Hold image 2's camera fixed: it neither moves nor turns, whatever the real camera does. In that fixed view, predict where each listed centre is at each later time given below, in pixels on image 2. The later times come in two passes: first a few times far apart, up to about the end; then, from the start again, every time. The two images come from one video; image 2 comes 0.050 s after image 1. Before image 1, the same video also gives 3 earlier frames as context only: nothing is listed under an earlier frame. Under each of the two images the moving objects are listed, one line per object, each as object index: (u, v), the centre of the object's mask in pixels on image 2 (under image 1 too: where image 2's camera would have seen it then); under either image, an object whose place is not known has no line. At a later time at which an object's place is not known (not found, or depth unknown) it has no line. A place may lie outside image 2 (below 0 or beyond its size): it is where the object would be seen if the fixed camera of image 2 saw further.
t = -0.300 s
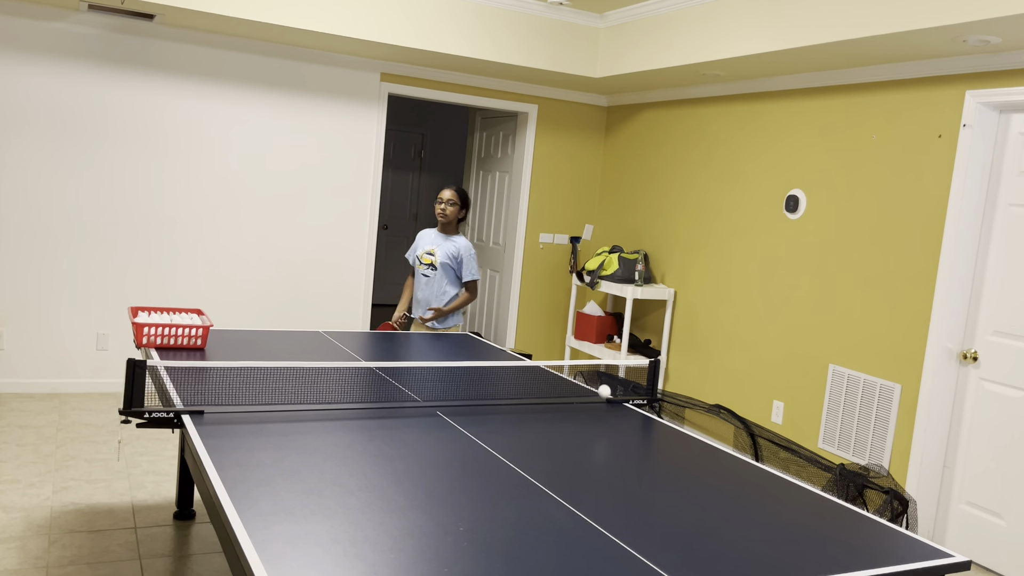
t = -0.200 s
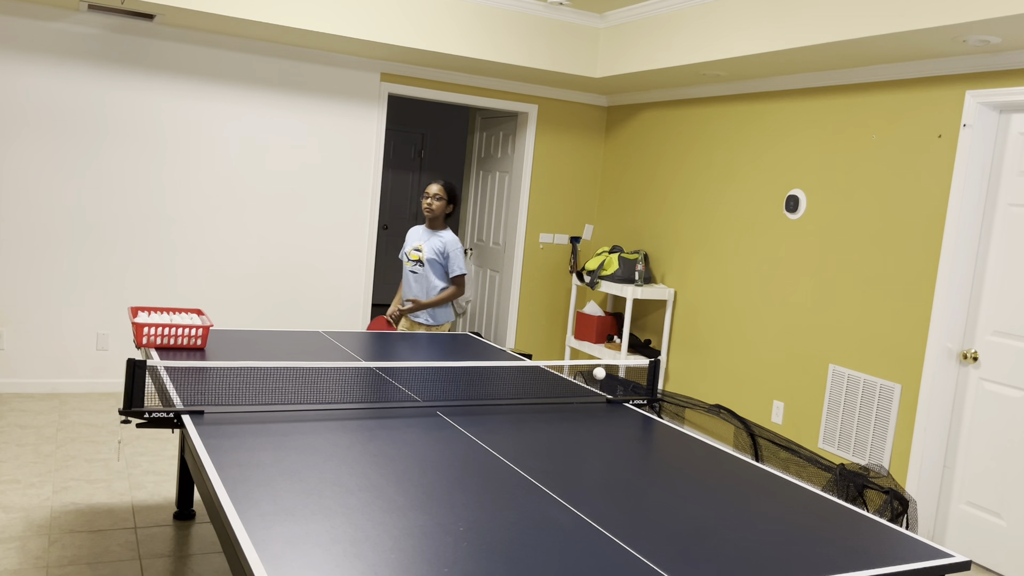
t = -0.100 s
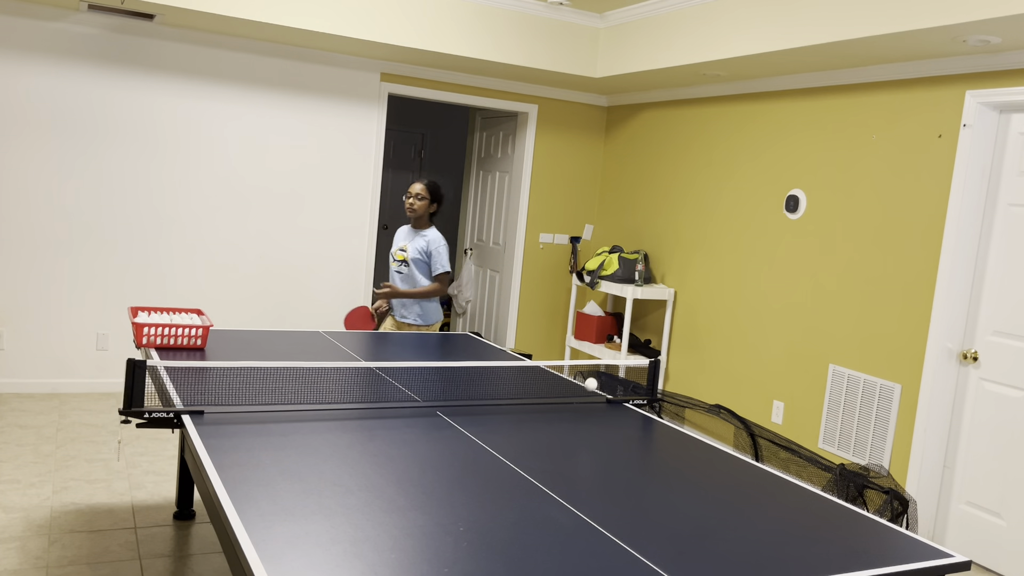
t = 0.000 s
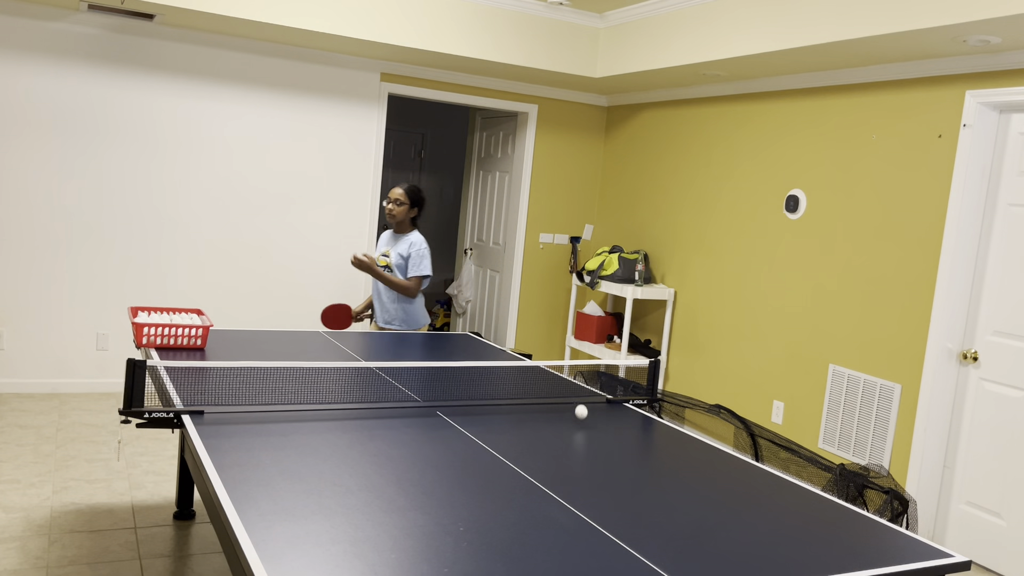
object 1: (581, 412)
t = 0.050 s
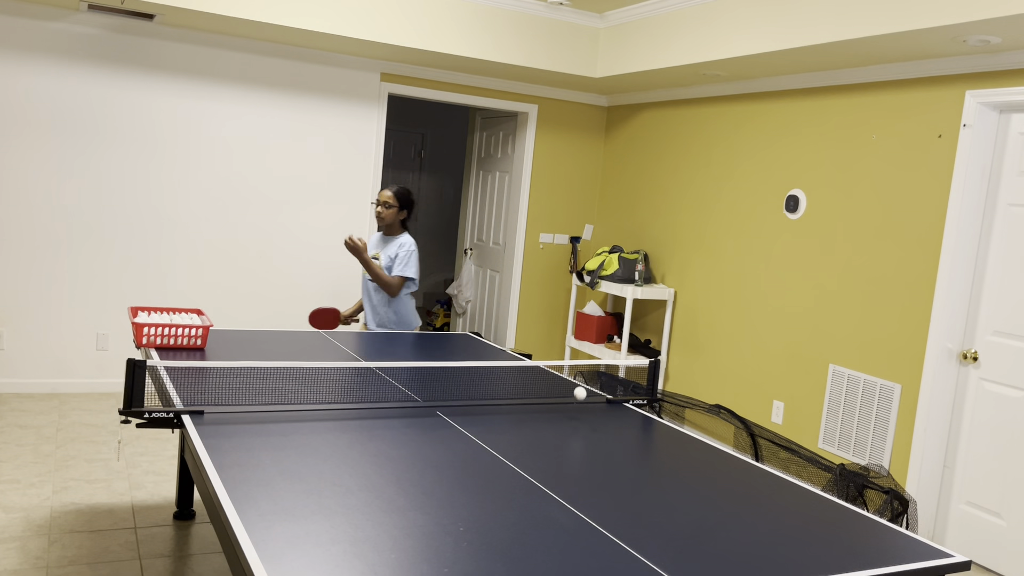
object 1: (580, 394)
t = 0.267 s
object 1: (566, 398)
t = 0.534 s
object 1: (552, 390)
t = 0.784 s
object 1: (538, 388)
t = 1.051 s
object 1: (525, 392)
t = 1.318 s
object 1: (513, 397)
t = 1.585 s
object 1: (502, 404)
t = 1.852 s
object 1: (490, 417)
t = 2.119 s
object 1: (481, 412)
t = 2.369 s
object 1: (472, 412)
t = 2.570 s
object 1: (464, 418)
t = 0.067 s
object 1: (579, 389)
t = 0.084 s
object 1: (578, 385)
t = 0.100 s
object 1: (578, 382)
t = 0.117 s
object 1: (577, 380)
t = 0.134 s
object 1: (576, 379)
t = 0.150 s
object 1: (575, 378)
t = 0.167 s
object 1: (574, 379)
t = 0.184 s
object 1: (573, 380)
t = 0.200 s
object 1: (572, 382)
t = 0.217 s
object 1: (570, 385)
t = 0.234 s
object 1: (569, 389)
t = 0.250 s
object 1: (567, 393)
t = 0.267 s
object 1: (566, 398)
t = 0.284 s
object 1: (564, 404)
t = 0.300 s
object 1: (562, 411)
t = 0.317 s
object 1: (561, 416)
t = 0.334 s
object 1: (561, 409)
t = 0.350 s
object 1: (561, 403)
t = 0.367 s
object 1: (560, 398)
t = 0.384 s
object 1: (560, 393)
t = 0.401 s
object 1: (559, 390)
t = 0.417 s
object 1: (559, 387)
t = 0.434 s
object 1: (558, 385)
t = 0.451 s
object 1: (557, 383)
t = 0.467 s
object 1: (556, 383)
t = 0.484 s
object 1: (555, 384)
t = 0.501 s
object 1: (554, 385)
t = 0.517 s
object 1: (553, 387)
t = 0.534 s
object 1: (552, 390)
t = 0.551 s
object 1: (551, 394)
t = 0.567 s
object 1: (550, 398)
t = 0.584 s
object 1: (548, 404)
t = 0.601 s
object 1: (547, 410)
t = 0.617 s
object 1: (545, 416)
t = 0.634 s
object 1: (545, 411)
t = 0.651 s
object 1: (544, 405)
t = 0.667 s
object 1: (544, 400)
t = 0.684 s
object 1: (543, 396)
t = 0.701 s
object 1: (543, 392)
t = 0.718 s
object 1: (542, 390)
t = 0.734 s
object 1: (541, 388)
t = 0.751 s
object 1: (540, 388)
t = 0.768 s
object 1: (539, 388)
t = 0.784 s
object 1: (538, 388)
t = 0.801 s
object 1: (537, 390)
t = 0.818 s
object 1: (536, 392)
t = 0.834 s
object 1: (534, 396)
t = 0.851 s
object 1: (533, 400)
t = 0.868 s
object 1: (532, 405)
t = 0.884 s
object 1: (530, 411)
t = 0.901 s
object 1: (529, 416)
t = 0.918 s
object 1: (528, 411)
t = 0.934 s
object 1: (528, 405)
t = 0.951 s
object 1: (528, 401)
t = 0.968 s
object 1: (528, 397)
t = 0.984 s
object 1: (527, 394)
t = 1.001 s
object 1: (527, 393)
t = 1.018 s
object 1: (526, 392)
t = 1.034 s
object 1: (525, 391)
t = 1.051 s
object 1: (525, 392)
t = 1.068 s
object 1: (524, 393)
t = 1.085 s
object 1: (523, 395)
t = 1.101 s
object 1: (522, 398)
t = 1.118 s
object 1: (521, 402)
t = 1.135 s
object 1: (520, 407)
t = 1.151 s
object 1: (519, 413)
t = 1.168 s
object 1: (517, 417)
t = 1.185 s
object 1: (517, 411)
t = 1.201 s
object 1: (517, 407)
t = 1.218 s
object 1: (517, 403)
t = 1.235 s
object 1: (516, 400)
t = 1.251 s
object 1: (516, 397)
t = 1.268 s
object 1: (516, 396)
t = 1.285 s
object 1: (515, 395)
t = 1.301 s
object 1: (514, 396)
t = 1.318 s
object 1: (513, 397)
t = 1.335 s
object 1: (512, 398)
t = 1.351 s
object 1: (511, 401)
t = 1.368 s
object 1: (510, 405)
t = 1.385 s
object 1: (509, 409)
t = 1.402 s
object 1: (508, 414)
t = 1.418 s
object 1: (507, 418)
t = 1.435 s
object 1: (507, 412)
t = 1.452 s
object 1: (507, 408)
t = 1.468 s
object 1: (506, 404)
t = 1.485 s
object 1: (506, 402)
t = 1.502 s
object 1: (505, 400)
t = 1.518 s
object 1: (505, 399)
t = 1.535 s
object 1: (504, 399)
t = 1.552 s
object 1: (503, 400)
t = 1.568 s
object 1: (502, 401)
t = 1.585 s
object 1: (502, 404)
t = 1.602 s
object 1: (501, 407)
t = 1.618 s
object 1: (499, 411)
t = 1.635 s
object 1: (498, 416)
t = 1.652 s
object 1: (497, 418)
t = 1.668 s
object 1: (497, 413)
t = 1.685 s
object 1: (497, 409)
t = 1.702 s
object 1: (497, 406)
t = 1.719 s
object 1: (496, 404)
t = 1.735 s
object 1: (496, 402)
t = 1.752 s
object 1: (495, 402)
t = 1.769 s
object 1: (495, 402)
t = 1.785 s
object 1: (494, 403)
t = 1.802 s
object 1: (493, 405)
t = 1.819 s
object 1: (492, 408)
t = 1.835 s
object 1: (491, 412)
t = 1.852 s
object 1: (490, 417)
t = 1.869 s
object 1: (489, 420)
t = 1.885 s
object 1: (489, 415)
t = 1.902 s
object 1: (489, 411)
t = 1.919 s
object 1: (489, 409)
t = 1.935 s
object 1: (488, 407)
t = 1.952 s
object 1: (488, 406)
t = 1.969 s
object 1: (487, 405)
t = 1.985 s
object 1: (487, 406)
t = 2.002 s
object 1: (486, 407)
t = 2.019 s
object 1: (485, 409)
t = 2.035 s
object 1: (484, 412)
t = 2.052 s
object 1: (483, 416)
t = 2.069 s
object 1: (482, 422)
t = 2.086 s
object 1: (482, 419)
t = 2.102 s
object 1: (481, 415)
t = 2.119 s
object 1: (481, 412)
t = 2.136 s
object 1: (481, 410)
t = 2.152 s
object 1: (480, 409)
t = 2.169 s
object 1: (480, 409)
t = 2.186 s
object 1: (479, 409)
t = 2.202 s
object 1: (478, 411)
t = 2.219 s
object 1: (477, 413)
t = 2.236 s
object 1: (476, 416)
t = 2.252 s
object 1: (475, 421)
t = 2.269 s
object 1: (474, 422)
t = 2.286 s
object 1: (474, 418)
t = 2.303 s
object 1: (474, 415)
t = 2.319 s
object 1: (474, 413)
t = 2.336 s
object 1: (473, 412)
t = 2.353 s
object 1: (473, 412)
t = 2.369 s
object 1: (472, 412)
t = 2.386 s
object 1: (471, 414)
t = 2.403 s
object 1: (470, 416)
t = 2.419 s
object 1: (470, 419)
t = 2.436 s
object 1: (468, 424)
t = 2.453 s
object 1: (468, 424)
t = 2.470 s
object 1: (468, 420)
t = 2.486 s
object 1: (467, 417)
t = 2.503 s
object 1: (467, 416)
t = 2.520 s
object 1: (466, 415)
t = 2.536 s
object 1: (466, 415)
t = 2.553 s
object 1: (465, 416)
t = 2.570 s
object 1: (464, 418)
